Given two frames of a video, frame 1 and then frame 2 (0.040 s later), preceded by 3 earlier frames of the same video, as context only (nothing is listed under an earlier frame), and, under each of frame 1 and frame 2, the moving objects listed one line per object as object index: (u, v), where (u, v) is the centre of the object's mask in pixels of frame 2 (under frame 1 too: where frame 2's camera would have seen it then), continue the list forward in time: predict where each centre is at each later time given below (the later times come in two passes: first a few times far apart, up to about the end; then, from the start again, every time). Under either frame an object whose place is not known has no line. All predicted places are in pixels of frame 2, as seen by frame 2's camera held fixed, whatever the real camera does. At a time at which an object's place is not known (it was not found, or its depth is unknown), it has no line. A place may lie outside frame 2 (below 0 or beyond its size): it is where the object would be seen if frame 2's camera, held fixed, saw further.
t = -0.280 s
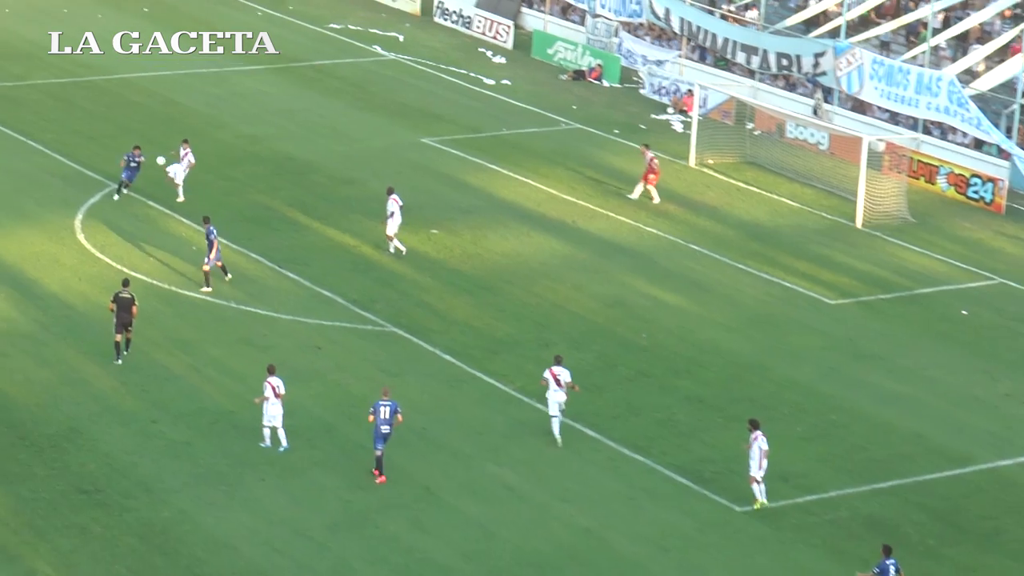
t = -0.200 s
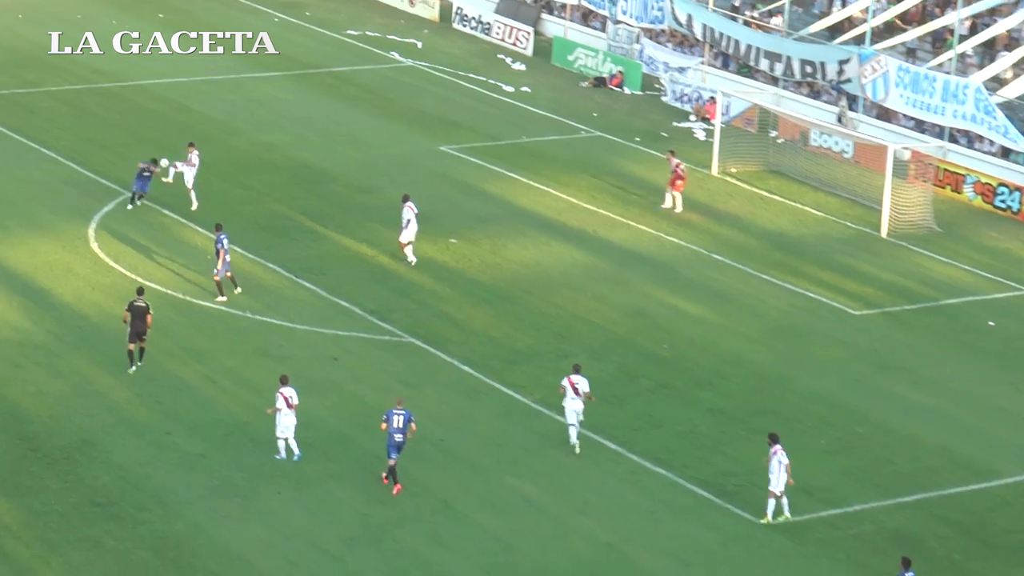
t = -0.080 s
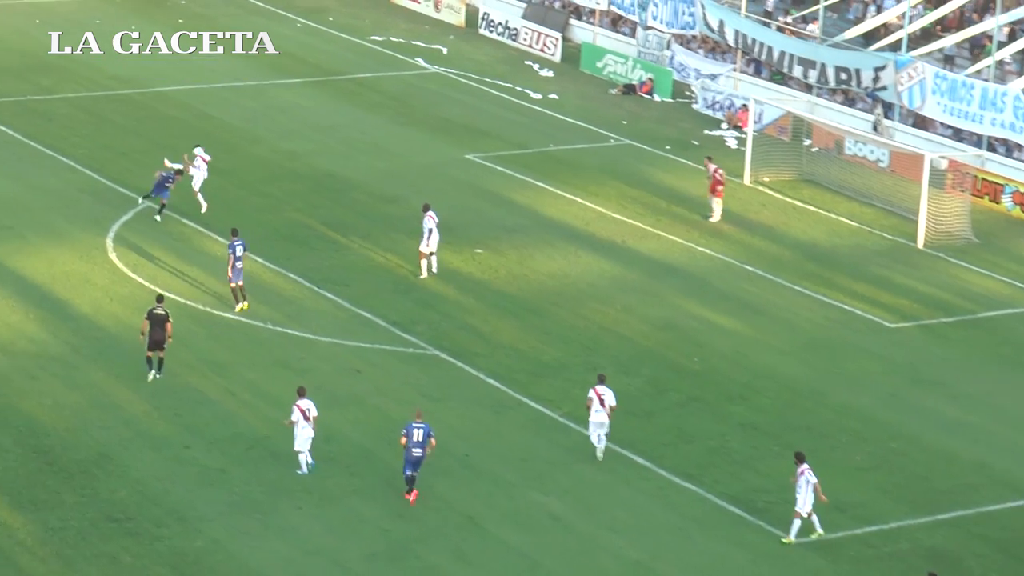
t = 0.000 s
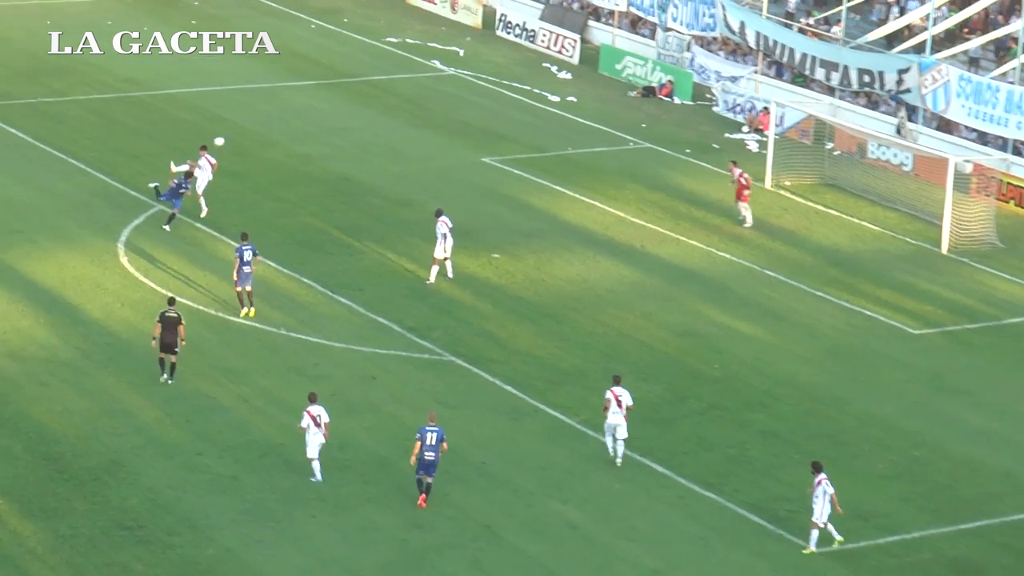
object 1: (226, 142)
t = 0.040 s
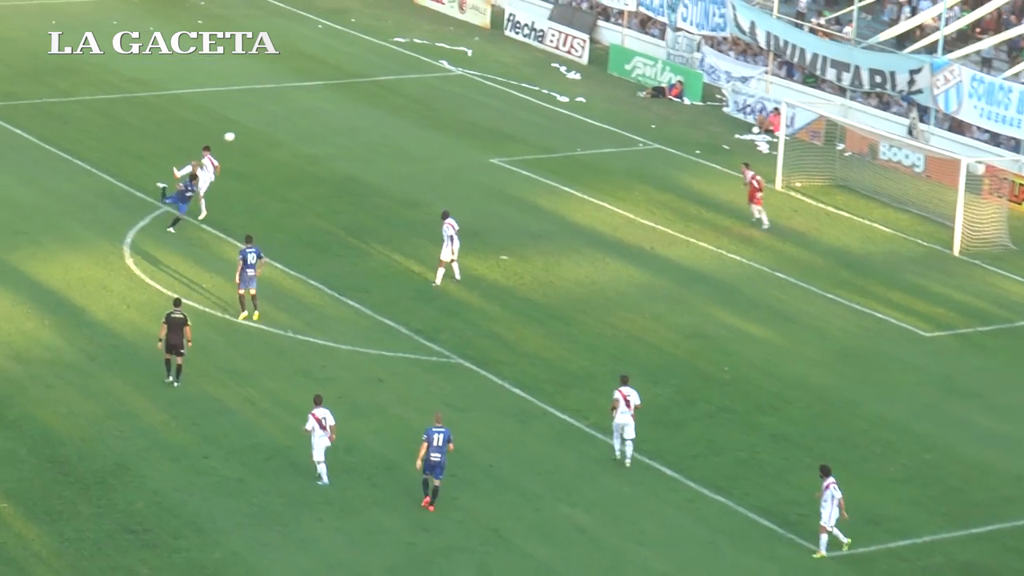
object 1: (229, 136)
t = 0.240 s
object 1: (247, 118)
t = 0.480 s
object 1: (269, 118)
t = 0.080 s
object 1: (233, 131)
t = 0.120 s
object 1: (236, 127)
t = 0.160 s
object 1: (240, 122)
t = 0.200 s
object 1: (244, 120)
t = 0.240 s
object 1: (247, 118)
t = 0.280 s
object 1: (252, 117)
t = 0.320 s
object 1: (255, 116)
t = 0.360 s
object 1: (259, 115)
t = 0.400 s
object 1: (262, 116)
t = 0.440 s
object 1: (265, 117)
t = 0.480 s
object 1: (269, 118)
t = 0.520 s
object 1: (272, 120)
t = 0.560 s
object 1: (275, 122)
